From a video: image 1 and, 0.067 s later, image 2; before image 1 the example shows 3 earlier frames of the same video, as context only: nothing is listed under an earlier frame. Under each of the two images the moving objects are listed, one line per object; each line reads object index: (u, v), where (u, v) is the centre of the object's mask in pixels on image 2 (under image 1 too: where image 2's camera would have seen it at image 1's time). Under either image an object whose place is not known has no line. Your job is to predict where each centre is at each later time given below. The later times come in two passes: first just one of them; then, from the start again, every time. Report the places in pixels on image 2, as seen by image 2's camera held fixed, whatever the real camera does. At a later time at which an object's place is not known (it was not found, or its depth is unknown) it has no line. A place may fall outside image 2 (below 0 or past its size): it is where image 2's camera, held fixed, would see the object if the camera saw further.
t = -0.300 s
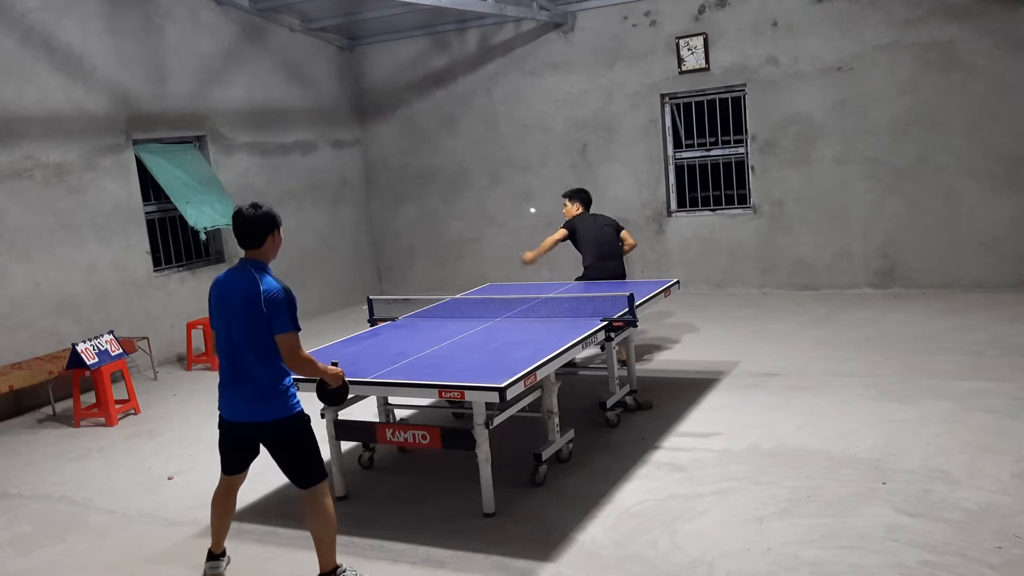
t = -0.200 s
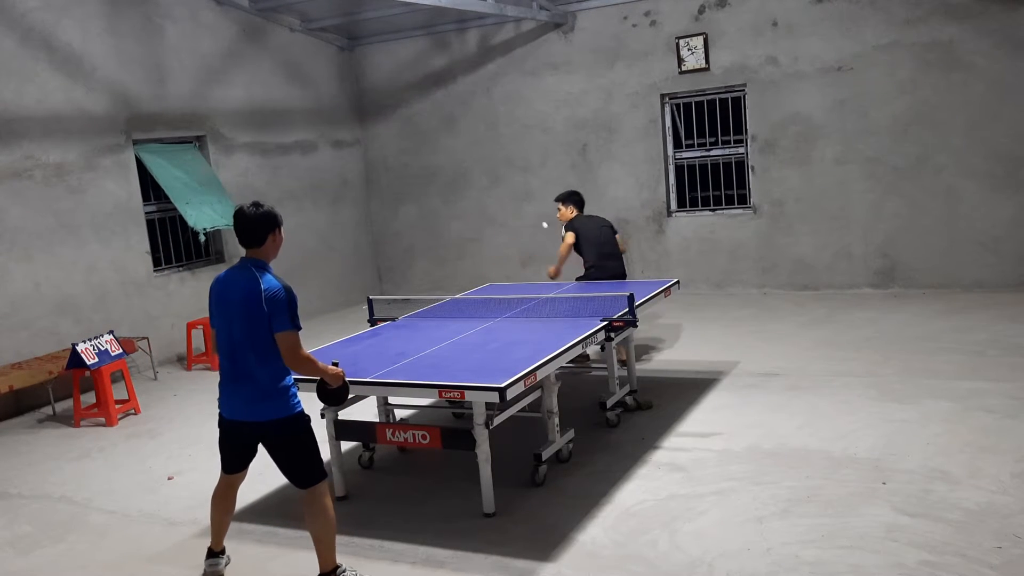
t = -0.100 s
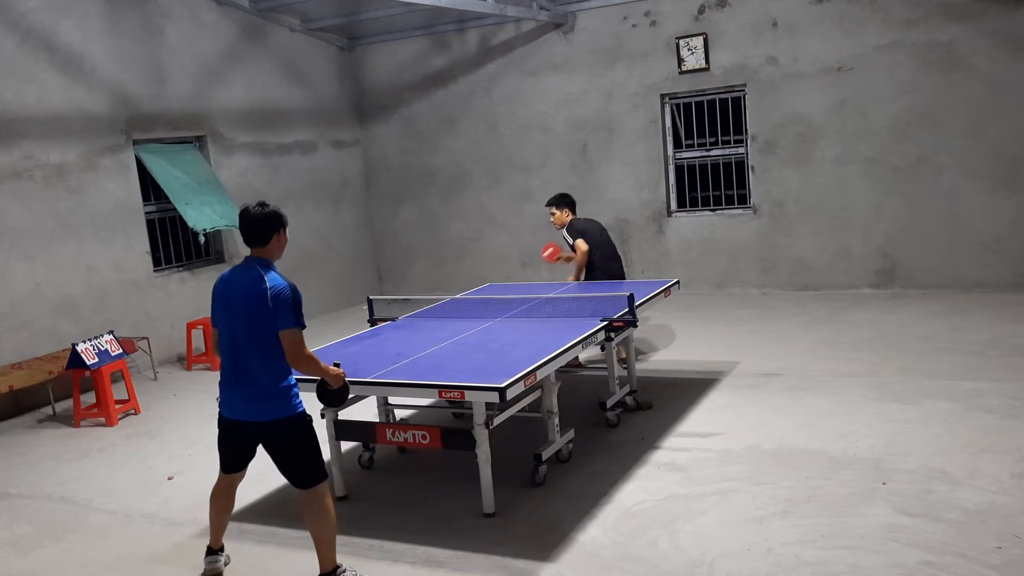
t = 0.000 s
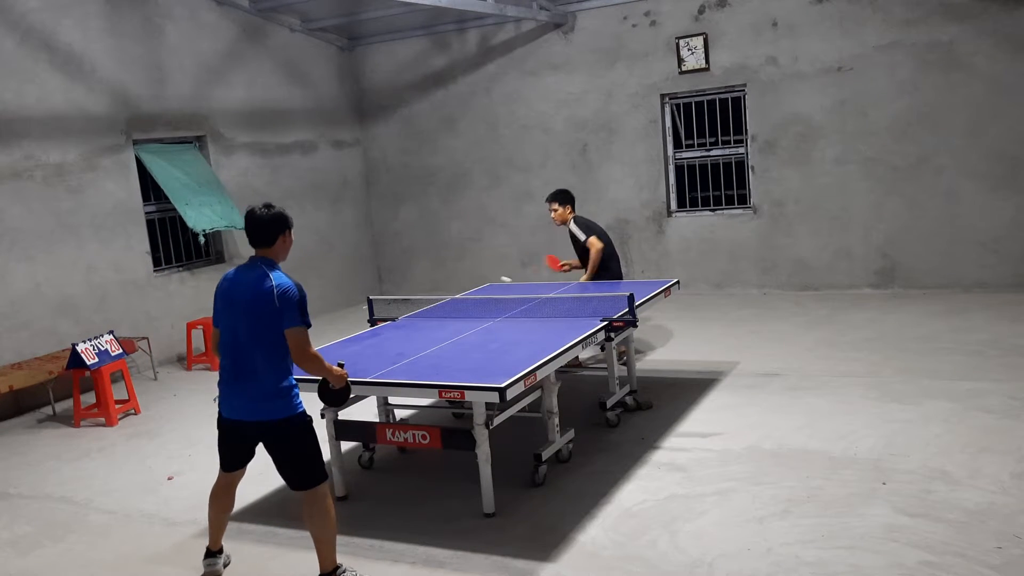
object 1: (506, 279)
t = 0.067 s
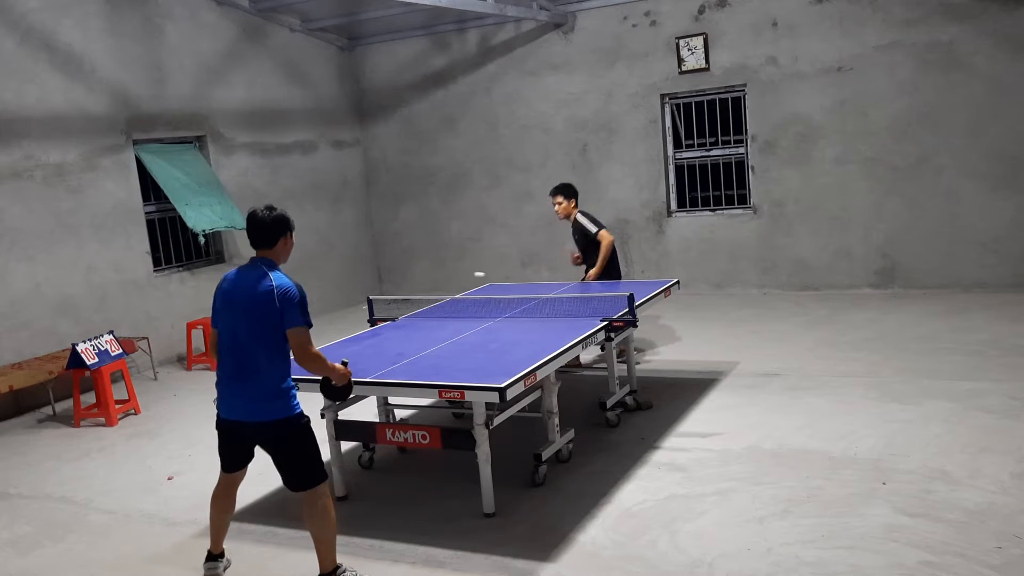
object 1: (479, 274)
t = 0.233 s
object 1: (418, 293)
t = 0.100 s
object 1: (466, 274)
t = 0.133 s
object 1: (454, 276)
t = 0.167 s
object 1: (441, 280)
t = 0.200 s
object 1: (429, 286)
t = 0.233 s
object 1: (418, 293)
